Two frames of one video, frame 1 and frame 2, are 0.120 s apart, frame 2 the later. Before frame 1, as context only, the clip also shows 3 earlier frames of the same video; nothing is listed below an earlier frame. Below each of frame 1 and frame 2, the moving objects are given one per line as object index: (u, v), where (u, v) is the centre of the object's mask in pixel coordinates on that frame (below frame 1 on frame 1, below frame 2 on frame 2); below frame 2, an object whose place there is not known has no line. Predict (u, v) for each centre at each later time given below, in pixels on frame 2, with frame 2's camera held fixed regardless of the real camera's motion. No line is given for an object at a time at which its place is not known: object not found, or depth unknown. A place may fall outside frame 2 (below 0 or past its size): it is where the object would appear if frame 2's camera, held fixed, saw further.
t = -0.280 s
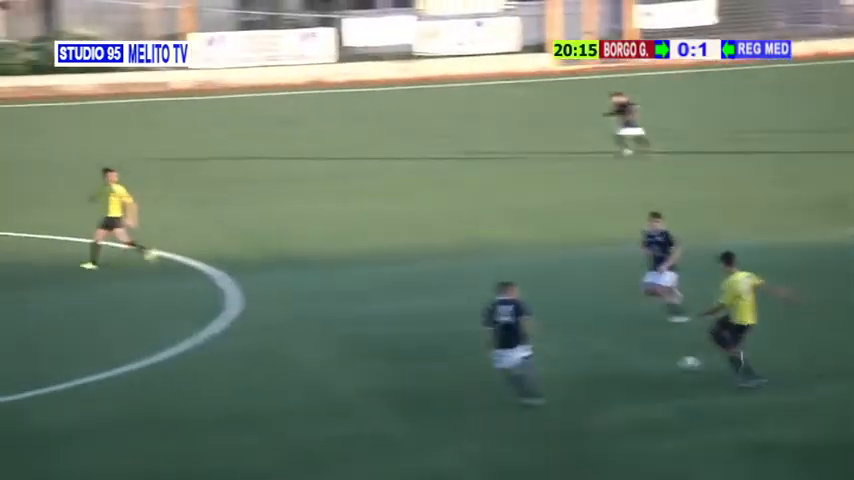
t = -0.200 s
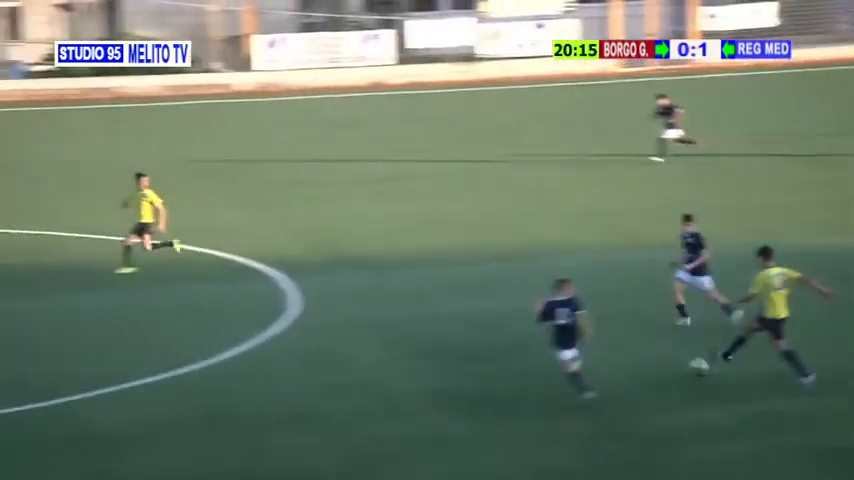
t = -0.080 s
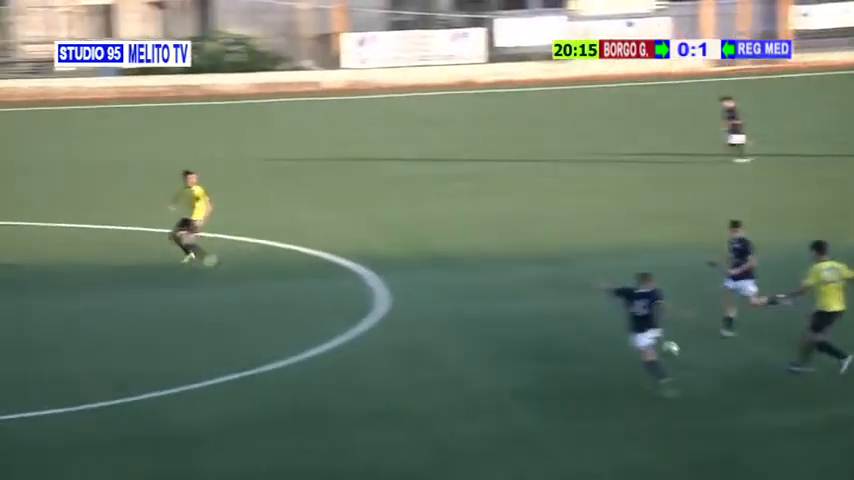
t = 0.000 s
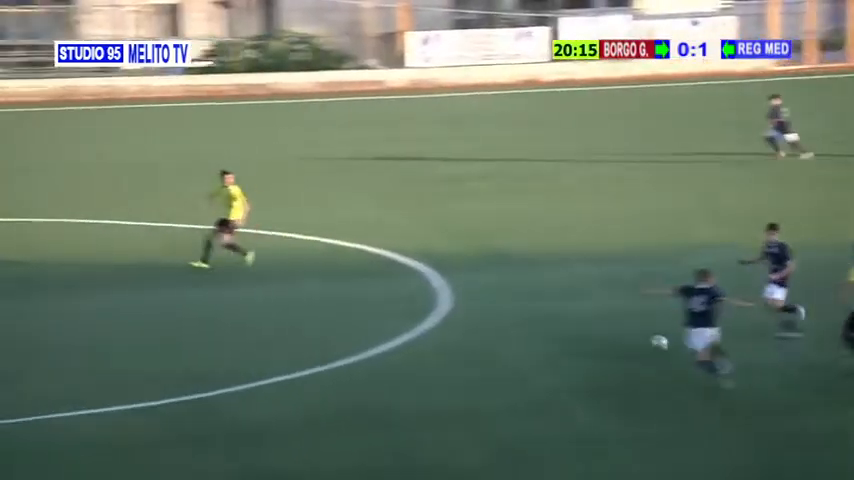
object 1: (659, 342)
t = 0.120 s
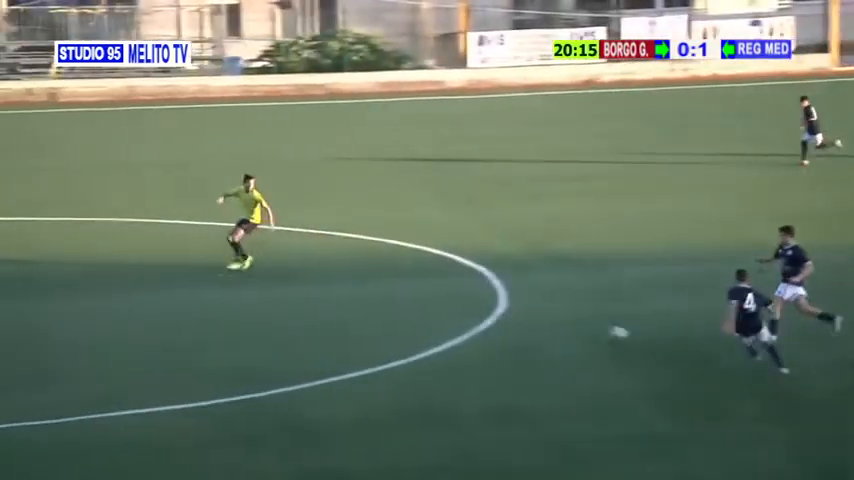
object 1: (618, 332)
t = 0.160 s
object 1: (592, 327)
